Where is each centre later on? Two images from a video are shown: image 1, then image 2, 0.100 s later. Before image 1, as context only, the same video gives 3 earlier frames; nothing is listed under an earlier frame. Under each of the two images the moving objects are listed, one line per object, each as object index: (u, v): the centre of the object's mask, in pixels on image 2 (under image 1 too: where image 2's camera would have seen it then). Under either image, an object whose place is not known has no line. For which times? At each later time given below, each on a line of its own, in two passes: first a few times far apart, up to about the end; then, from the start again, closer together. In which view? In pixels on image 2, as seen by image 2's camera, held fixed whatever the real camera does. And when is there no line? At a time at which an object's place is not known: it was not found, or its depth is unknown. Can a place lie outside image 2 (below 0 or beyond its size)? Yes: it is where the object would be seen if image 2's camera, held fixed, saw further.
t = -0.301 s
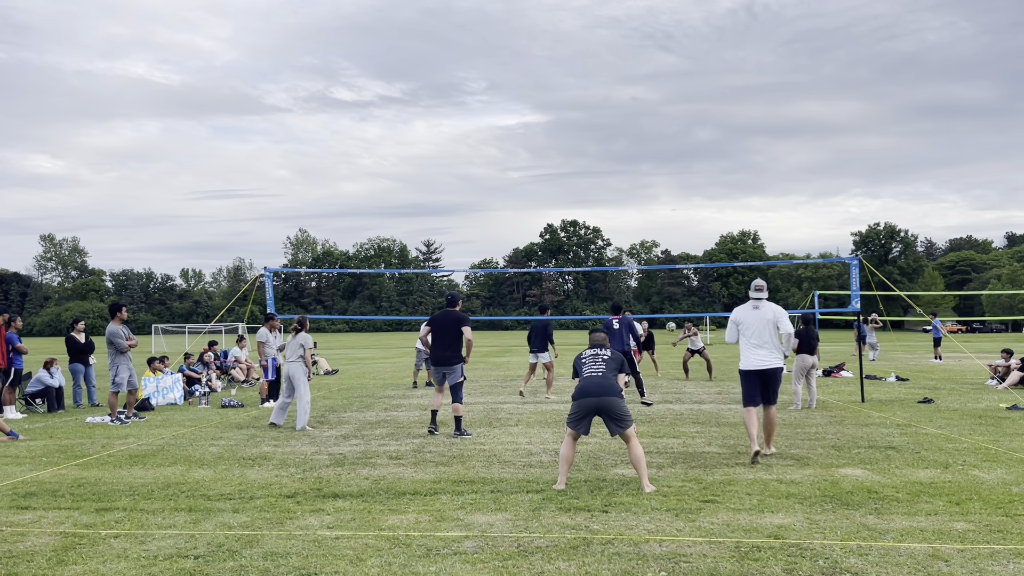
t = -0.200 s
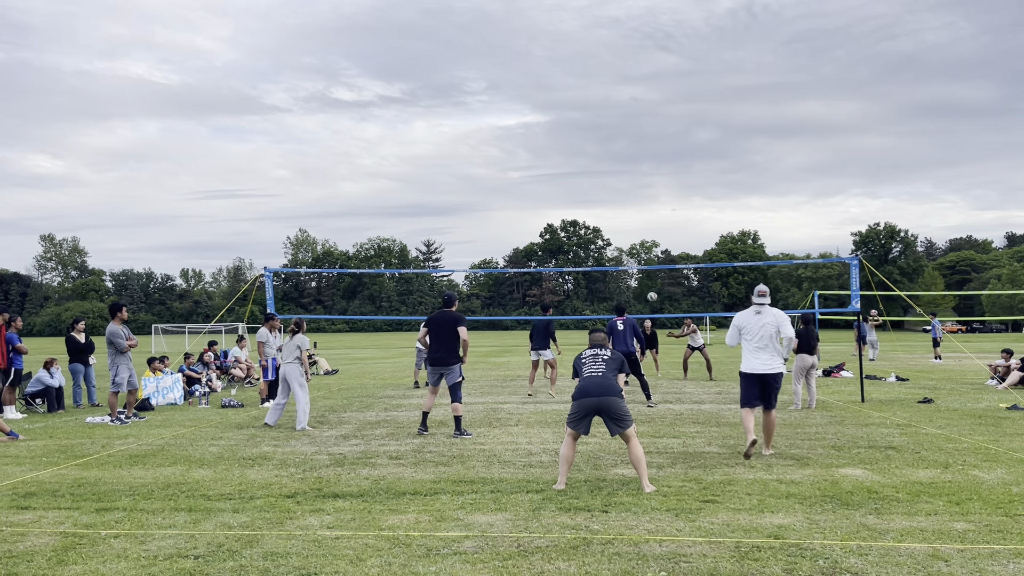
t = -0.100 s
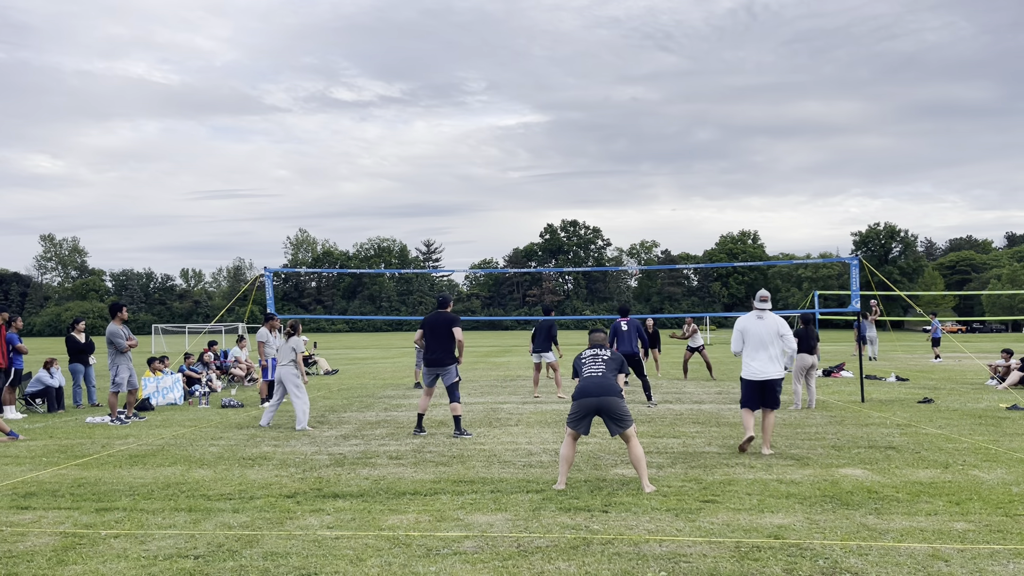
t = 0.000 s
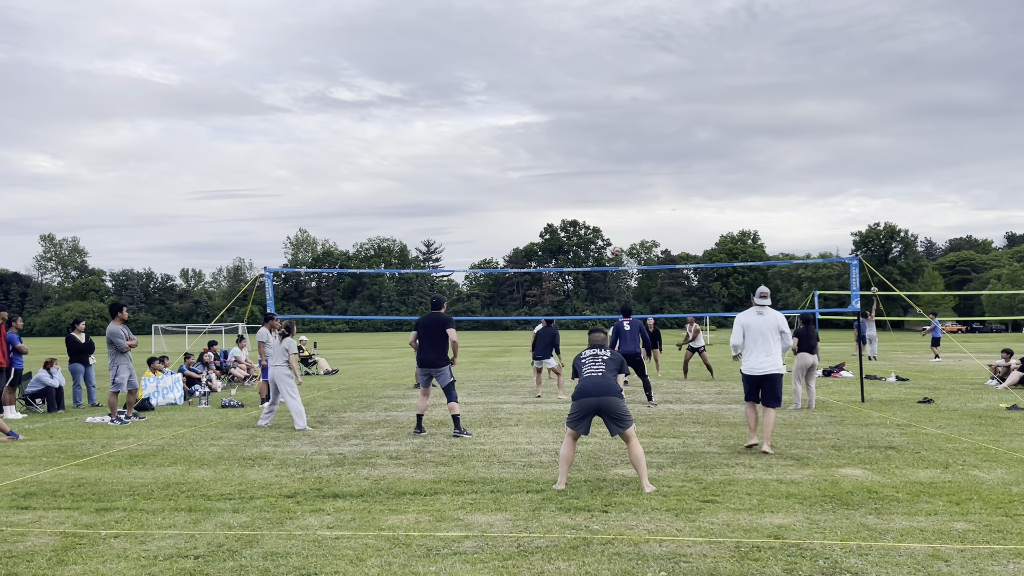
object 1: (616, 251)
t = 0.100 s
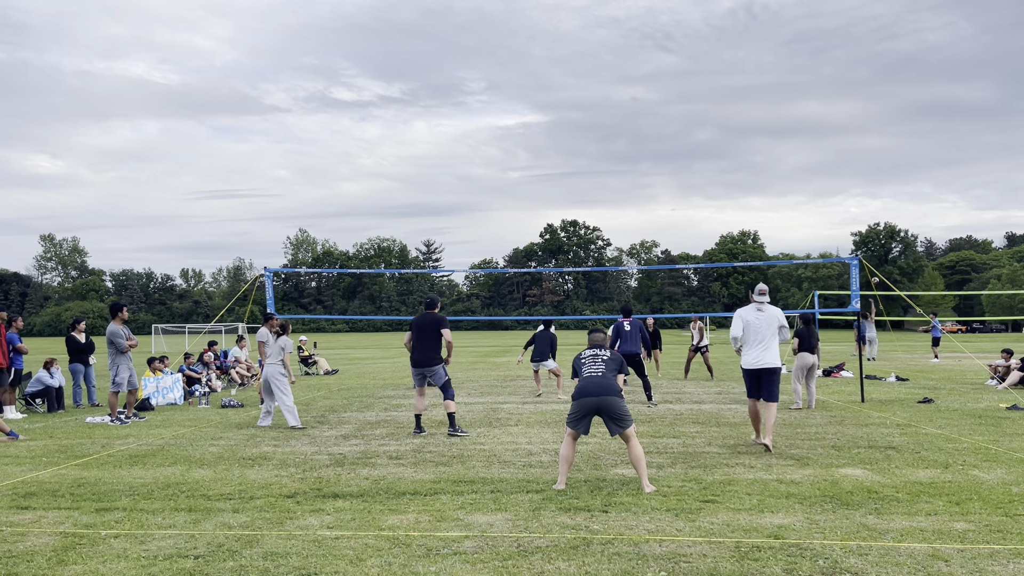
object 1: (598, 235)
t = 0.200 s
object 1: (580, 224)
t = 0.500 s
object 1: (527, 219)
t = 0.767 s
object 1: (482, 249)
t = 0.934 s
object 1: (455, 284)
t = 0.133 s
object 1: (592, 231)
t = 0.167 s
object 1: (585, 227)
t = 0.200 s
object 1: (580, 224)
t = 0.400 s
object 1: (545, 216)
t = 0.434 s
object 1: (539, 217)
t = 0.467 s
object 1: (533, 218)
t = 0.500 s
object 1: (527, 219)
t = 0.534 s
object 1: (522, 221)
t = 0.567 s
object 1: (516, 223)
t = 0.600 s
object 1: (510, 226)
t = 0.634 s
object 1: (505, 230)
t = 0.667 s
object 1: (499, 234)
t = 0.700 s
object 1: (493, 238)
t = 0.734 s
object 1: (488, 244)
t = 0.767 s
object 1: (482, 249)
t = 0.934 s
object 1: (455, 284)
